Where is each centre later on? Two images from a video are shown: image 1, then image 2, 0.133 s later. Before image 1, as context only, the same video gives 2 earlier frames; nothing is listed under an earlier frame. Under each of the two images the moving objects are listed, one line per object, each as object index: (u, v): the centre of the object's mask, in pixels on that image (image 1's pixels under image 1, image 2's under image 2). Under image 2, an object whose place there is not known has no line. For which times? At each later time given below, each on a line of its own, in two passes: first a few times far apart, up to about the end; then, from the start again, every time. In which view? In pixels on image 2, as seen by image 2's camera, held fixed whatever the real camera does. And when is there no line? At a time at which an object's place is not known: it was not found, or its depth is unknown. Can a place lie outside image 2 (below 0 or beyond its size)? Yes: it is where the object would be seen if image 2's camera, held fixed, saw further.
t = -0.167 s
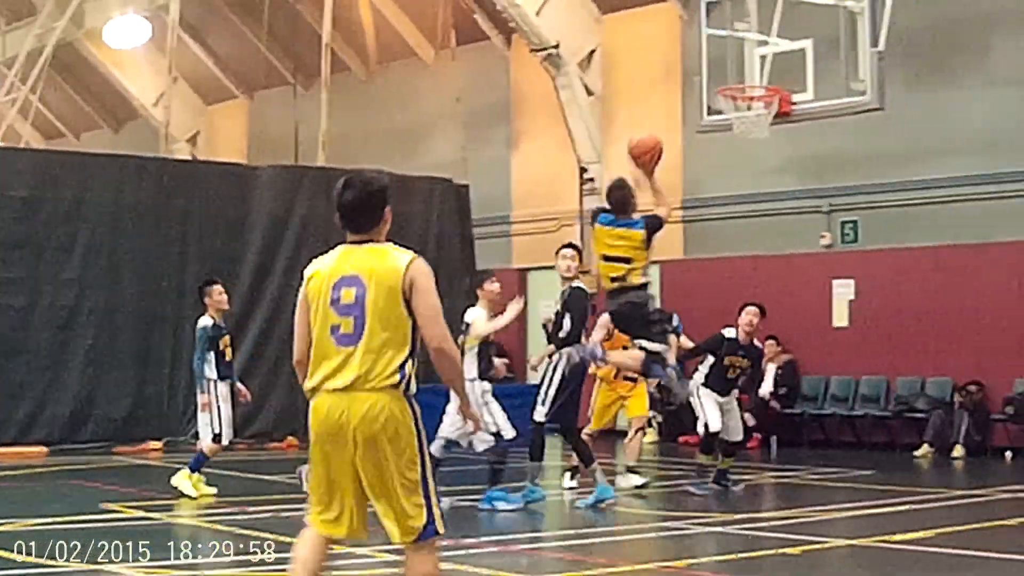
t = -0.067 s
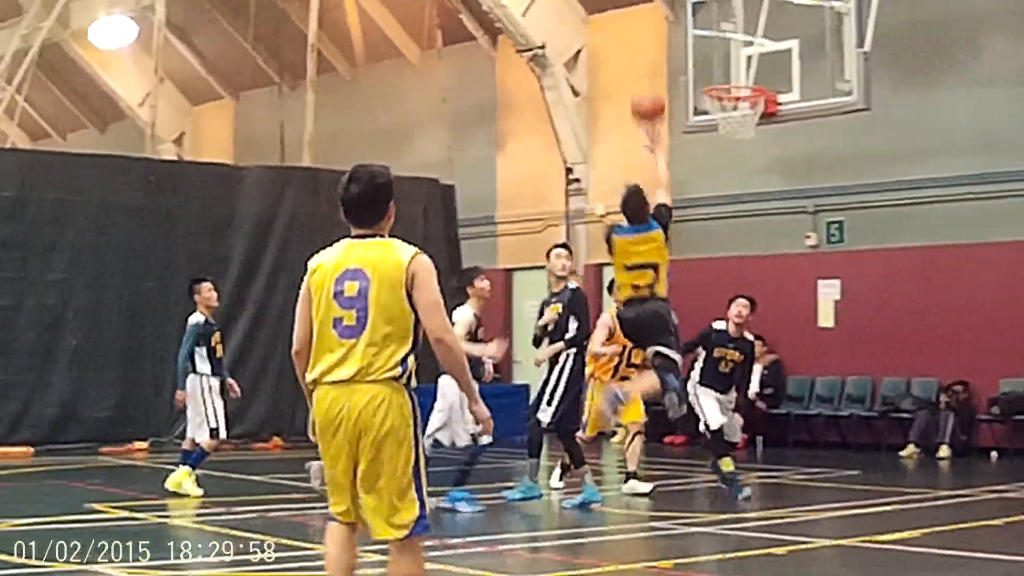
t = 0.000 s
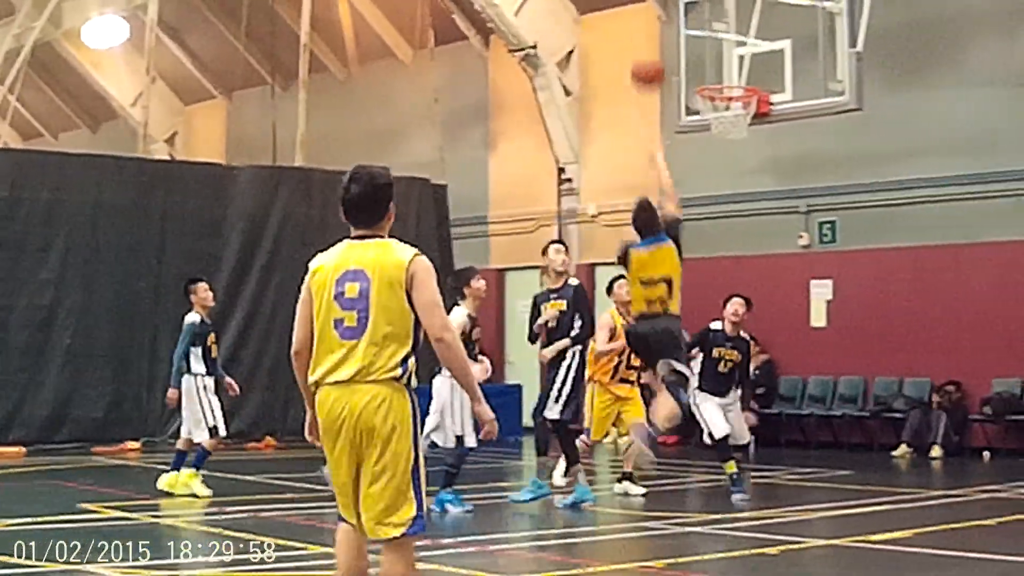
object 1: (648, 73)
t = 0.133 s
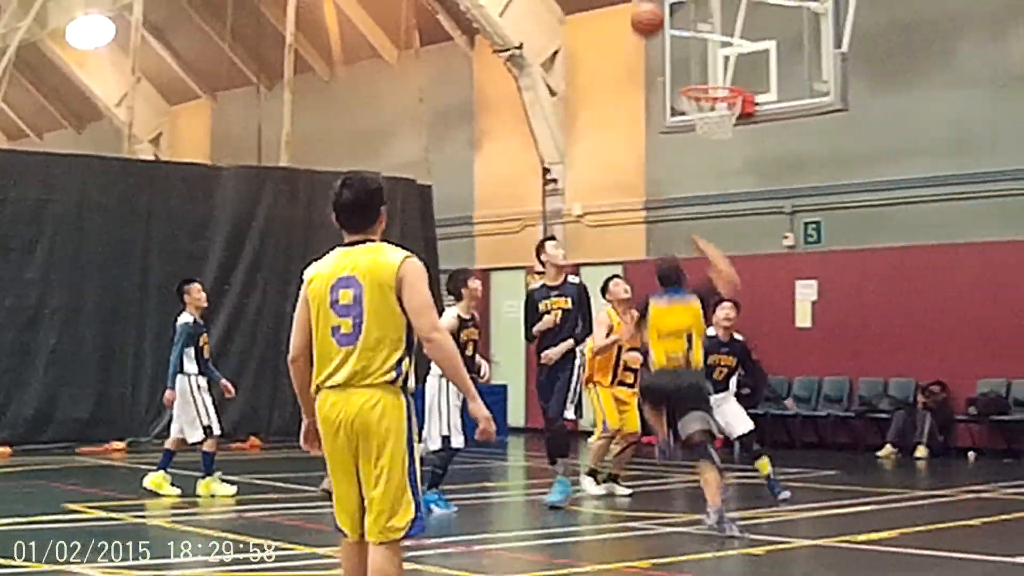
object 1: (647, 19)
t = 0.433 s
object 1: (677, 6)
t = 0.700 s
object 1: (699, 69)
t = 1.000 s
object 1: (718, 33)
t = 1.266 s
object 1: (712, 57)
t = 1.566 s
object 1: (709, 65)
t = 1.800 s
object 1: (707, 76)
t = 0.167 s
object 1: (650, 13)
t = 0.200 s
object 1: (656, 10)
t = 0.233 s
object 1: (658, 8)
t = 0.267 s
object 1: (661, 6)
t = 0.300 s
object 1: (664, 4)
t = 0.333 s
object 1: (667, 3)
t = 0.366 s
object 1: (670, 4)
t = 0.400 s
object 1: (673, 5)
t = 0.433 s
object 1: (677, 6)
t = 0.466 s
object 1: (679, 7)
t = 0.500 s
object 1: (682, 10)
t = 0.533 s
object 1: (685, 14)
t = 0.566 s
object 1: (687, 22)
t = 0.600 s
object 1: (691, 33)
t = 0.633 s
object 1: (694, 45)
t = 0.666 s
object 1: (696, 55)
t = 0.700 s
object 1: (699, 69)
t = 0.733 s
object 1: (701, 75)
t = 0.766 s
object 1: (703, 67)
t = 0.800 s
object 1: (705, 59)
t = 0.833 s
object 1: (708, 52)
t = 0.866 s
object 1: (710, 45)
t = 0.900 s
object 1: (712, 40)
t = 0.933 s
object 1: (714, 37)
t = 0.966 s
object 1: (716, 34)
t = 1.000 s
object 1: (718, 33)
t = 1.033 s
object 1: (717, 32)
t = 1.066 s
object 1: (717, 32)
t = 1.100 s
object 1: (717, 32)
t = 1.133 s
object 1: (716, 34)
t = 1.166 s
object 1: (714, 38)
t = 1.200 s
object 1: (713, 43)
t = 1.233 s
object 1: (713, 51)
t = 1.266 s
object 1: (712, 57)
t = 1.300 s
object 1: (711, 67)
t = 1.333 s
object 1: (711, 74)
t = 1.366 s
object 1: (710, 74)
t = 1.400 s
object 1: (710, 71)
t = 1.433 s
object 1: (710, 67)
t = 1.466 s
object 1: (710, 65)
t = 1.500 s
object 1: (710, 64)
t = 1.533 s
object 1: (709, 64)
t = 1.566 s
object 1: (709, 65)
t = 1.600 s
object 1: (709, 67)
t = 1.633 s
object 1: (709, 68)
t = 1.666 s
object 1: (709, 67)
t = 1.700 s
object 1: (708, 68)
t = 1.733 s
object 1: (708, 69)
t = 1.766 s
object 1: (707, 72)
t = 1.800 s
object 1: (707, 76)
